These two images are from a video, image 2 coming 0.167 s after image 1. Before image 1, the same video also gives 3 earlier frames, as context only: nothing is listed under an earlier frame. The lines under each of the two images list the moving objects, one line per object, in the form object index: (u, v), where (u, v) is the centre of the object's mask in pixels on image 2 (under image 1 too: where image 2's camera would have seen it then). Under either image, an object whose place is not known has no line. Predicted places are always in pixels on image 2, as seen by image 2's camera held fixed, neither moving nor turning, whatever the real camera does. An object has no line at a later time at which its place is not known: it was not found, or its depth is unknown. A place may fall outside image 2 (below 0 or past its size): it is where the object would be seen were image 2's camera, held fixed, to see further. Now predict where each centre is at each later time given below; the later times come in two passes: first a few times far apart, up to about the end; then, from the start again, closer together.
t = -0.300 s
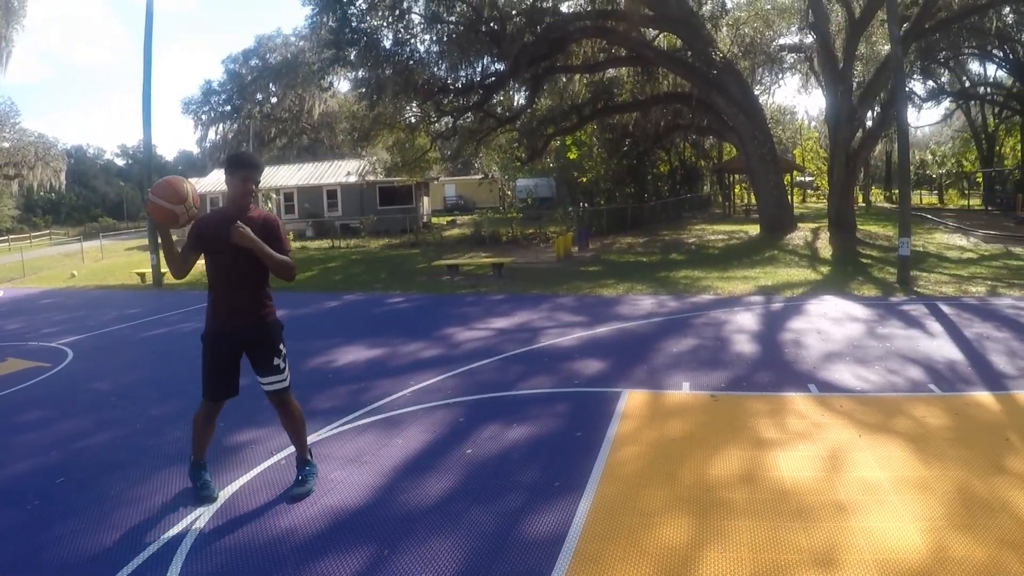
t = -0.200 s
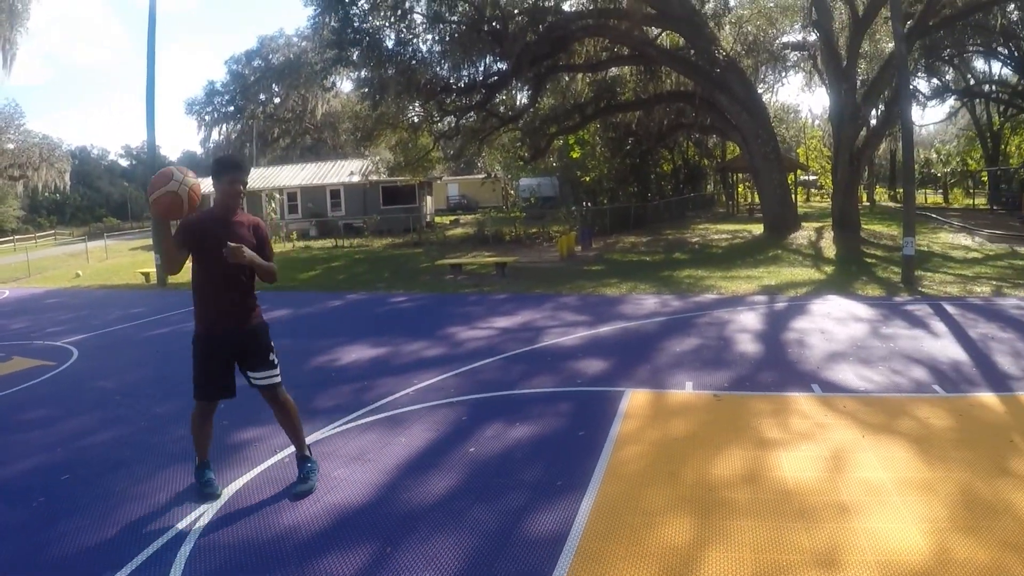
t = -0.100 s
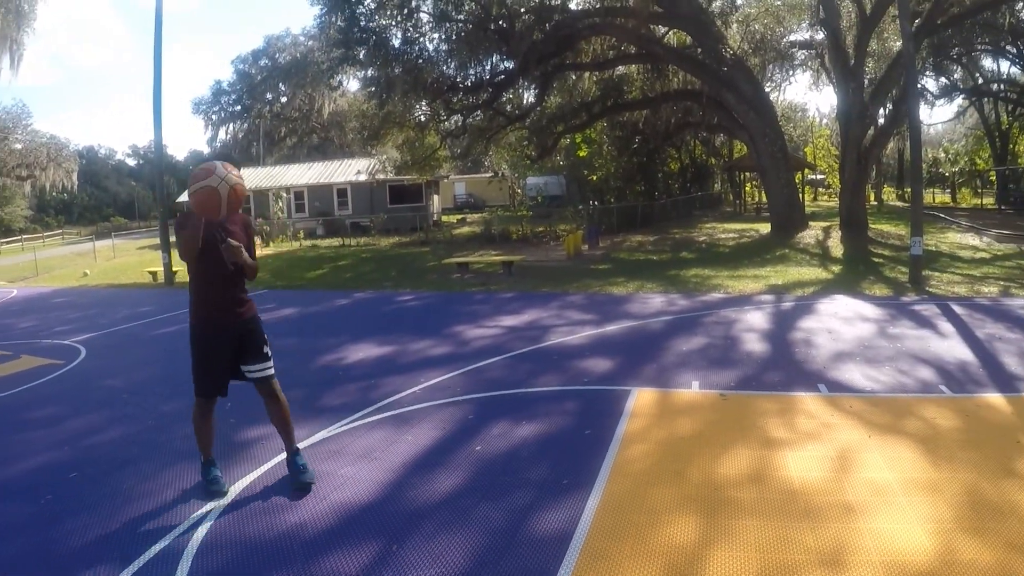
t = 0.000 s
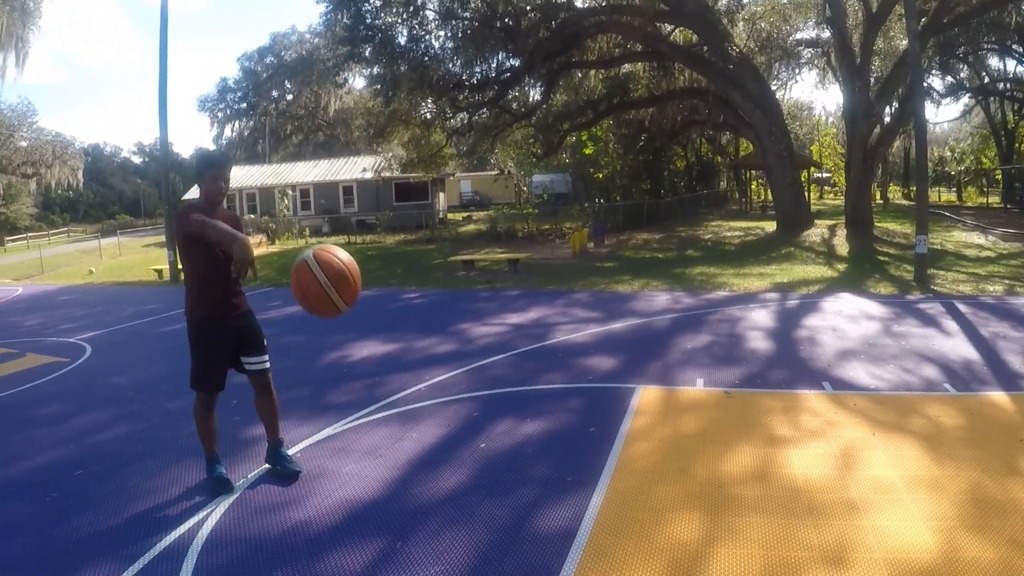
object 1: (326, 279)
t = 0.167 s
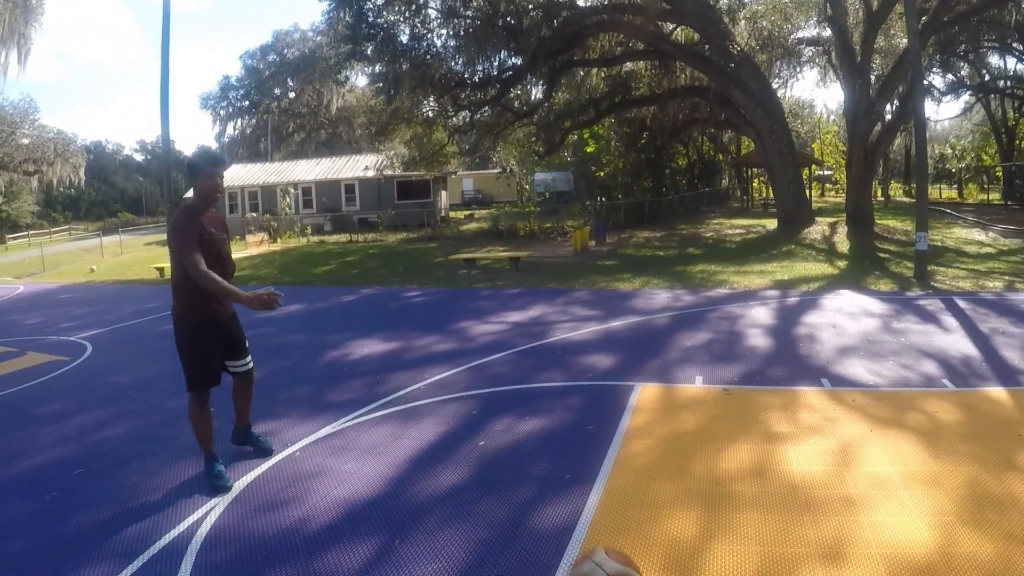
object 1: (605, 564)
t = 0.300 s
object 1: (766, 549)
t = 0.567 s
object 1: (1072, 302)
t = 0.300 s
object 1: (766, 549)
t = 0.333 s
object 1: (800, 526)
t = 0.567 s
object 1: (1072, 302)
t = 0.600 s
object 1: (1111, 284)
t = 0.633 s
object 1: (1150, 271)
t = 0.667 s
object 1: (1189, 262)
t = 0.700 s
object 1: (1226, 260)
